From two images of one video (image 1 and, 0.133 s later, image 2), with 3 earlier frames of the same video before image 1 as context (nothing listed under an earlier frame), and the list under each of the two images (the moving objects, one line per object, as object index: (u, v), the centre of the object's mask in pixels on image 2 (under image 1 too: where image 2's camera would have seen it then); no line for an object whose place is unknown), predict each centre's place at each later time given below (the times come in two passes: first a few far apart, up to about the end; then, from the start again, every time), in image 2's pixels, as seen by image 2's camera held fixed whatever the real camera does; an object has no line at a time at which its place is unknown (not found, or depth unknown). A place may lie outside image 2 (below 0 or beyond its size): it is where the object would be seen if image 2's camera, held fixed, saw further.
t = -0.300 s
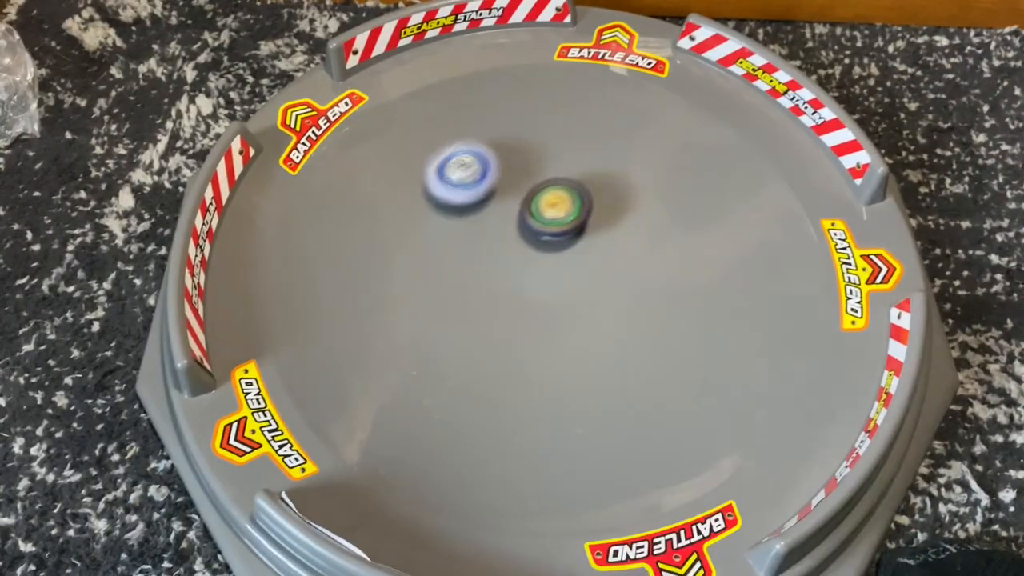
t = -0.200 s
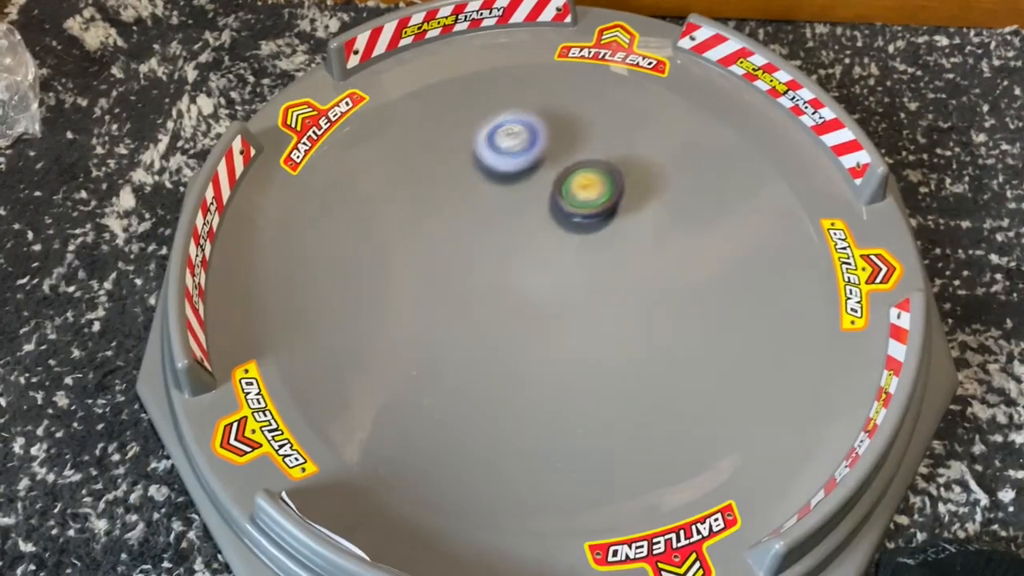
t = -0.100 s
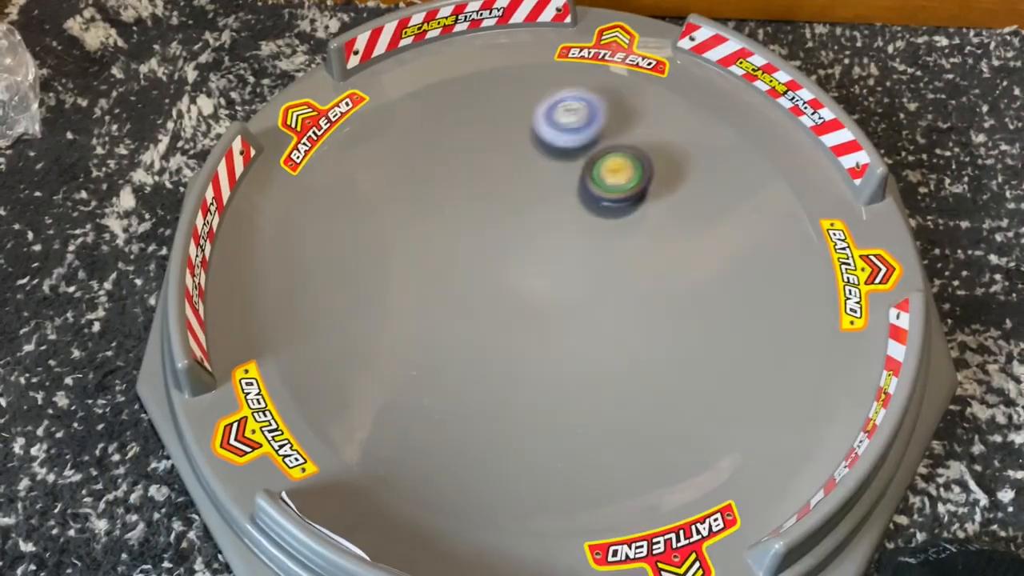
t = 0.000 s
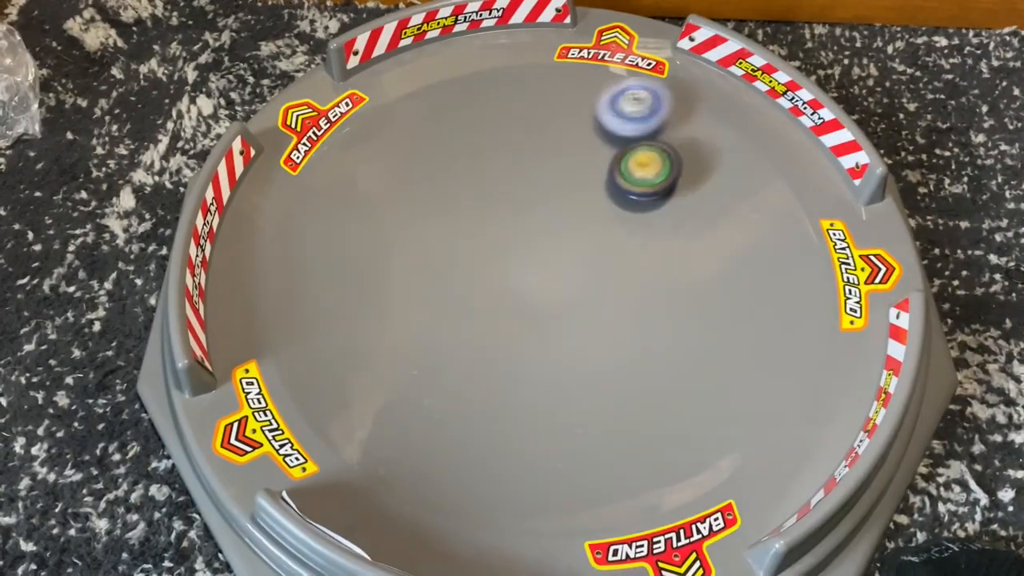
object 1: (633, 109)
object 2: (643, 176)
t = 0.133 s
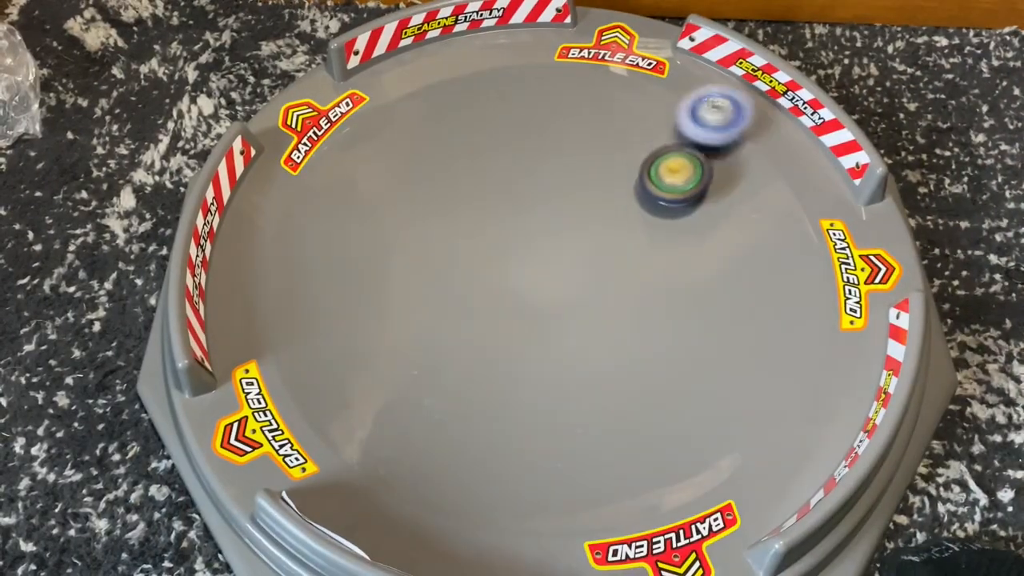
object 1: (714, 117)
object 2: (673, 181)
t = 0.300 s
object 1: (791, 182)
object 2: (676, 195)
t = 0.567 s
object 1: (732, 353)
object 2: (656, 214)
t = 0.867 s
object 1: (460, 376)
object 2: (615, 227)
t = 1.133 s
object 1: (335, 238)
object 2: (584, 244)
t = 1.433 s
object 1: (412, 92)
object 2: (550, 262)
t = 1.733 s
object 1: (605, 97)
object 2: (531, 274)
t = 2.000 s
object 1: (704, 245)
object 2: (525, 279)
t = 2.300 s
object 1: (612, 411)
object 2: (530, 279)
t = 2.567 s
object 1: (431, 443)
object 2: (536, 284)
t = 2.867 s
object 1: (306, 306)
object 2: (545, 285)
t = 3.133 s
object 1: (408, 175)
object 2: (553, 283)
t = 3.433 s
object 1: (607, 164)
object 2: (561, 278)
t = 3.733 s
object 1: (749, 265)
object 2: (567, 269)
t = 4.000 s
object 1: (742, 397)
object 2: (566, 261)
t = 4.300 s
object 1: (541, 445)
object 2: (561, 252)
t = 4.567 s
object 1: (418, 312)
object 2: (554, 248)
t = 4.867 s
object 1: (462, 165)
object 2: (543, 245)
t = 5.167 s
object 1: (595, 107)
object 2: (533, 246)
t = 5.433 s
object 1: (715, 160)
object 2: (524, 255)
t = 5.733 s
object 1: (696, 311)
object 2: (519, 265)
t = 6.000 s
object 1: (535, 373)
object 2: (520, 274)
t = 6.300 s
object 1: (380, 310)
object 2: (525, 282)
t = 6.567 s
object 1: (361, 199)
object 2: (537, 282)
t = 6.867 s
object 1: (488, 134)
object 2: (547, 283)
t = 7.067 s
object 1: (594, 166)
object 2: (554, 282)
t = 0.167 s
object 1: (732, 126)
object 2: (675, 184)
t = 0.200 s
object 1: (750, 136)
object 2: (677, 187)
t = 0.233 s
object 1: (767, 148)
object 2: (677, 190)
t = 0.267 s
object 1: (780, 164)
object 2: (677, 193)
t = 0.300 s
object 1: (791, 182)
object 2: (676, 195)
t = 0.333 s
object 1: (798, 201)
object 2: (675, 198)
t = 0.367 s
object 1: (800, 222)
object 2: (674, 201)
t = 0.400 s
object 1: (799, 245)
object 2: (672, 203)
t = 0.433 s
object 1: (793, 269)
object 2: (670, 205)
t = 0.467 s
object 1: (786, 291)
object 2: (667, 208)
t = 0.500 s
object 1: (772, 314)
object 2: (664, 210)
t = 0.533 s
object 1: (754, 334)
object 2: (660, 212)
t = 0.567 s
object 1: (732, 353)
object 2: (656, 214)
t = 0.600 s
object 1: (706, 368)
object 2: (652, 216)
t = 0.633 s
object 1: (677, 381)
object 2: (647, 218)
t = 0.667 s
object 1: (647, 391)
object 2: (643, 219)
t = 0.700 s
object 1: (615, 396)
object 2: (638, 221)
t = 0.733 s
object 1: (582, 398)
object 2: (633, 222)
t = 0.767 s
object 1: (551, 397)
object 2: (628, 223)
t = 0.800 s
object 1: (519, 393)
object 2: (624, 225)
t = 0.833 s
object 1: (489, 386)
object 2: (619, 226)
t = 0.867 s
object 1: (460, 376)
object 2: (615, 227)
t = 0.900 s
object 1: (434, 364)
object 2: (611, 229)
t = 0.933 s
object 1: (411, 349)
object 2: (607, 230)
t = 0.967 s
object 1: (391, 333)
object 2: (603, 233)
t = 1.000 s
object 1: (374, 316)
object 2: (599, 235)
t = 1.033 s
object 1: (360, 299)
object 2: (595, 237)
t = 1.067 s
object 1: (349, 279)
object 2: (592, 239)
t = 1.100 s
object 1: (340, 259)
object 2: (590, 237)
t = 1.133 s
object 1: (335, 238)
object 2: (584, 244)
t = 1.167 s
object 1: (333, 217)
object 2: (582, 241)
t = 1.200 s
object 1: (334, 196)
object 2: (579, 243)
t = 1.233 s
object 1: (338, 178)
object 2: (574, 245)
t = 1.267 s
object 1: (345, 161)
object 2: (570, 247)
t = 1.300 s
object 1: (355, 144)
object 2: (566, 249)
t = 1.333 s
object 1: (367, 129)
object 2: (561, 255)
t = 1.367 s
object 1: (380, 115)
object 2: (558, 258)
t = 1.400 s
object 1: (396, 102)
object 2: (554, 260)
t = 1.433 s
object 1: (412, 92)
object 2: (550, 262)
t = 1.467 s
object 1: (431, 84)
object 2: (547, 264)
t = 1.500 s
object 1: (452, 77)
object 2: (544, 266)
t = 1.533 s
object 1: (473, 72)
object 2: (541, 268)
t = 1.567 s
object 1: (495, 70)
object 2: (539, 269)
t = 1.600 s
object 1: (517, 69)
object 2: (537, 270)
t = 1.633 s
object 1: (539, 72)
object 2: (535, 271)
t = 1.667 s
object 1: (562, 78)
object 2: (534, 272)
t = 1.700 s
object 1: (584, 87)
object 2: (532, 273)
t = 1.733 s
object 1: (605, 97)
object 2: (531, 274)
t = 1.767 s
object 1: (626, 109)
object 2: (530, 274)
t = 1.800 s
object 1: (644, 124)
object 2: (529, 275)
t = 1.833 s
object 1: (661, 141)
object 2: (528, 276)
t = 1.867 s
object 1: (675, 160)
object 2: (528, 276)
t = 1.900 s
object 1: (687, 180)
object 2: (527, 277)
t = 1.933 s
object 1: (696, 201)
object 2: (526, 278)
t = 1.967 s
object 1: (701, 223)
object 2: (526, 278)
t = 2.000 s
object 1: (704, 245)
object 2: (525, 279)
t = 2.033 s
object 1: (704, 267)
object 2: (525, 279)
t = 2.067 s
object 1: (701, 289)
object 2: (525, 279)
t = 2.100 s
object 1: (695, 310)
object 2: (525, 280)
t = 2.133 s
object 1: (687, 330)
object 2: (525, 280)
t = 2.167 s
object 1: (676, 349)
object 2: (526, 281)
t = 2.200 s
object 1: (663, 368)
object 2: (526, 282)
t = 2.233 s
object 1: (647, 384)
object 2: (527, 283)
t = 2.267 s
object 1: (630, 398)
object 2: (528, 283)
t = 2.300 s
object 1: (612, 411)
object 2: (530, 279)
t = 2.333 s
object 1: (592, 423)
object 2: (531, 280)
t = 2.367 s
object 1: (571, 432)
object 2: (532, 281)
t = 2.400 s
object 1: (549, 440)
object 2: (532, 282)
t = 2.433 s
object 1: (526, 445)
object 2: (533, 283)
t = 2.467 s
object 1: (503, 448)
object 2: (534, 283)
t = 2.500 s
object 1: (479, 449)
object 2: (535, 283)
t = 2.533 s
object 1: (455, 447)
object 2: (536, 284)
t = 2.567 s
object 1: (431, 443)
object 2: (536, 284)
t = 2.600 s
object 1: (408, 436)
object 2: (537, 284)
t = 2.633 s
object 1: (387, 427)
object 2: (538, 285)
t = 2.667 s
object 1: (367, 415)
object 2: (539, 285)
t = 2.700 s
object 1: (349, 401)
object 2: (540, 285)
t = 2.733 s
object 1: (334, 384)
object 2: (541, 285)
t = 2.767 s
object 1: (322, 367)
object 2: (542, 285)
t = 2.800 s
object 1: (313, 347)
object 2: (543, 285)
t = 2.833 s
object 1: (308, 327)
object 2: (544, 285)
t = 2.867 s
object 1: (306, 306)
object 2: (545, 285)
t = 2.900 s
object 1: (308, 285)
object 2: (546, 285)
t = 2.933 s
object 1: (314, 265)
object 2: (547, 285)
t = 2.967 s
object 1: (323, 246)
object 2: (547, 285)
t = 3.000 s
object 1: (336, 228)
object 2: (548, 285)
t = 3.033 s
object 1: (351, 211)
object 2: (549, 285)
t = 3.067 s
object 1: (368, 197)
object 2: (551, 284)
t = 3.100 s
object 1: (387, 185)
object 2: (552, 284)
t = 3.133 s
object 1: (408, 175)
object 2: (553, 283)
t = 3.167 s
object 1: (429, 166)
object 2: (554, 283)
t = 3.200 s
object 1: (452, 160)
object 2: (555, 282)
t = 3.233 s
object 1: (474, 155)
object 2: (556, 281)
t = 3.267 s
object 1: (497, 152)
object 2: (556, 281)
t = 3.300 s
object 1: (520, 151)
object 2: (557, 280)
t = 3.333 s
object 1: (543, 152)
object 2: (559, 279)
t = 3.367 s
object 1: (565, 154)
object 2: (559, 279)
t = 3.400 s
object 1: (587, 158)
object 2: (560, 279)
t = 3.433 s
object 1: (607, 164)
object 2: (561, 278)
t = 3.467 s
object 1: (628, 171)
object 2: (561, 277)
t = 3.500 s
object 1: (648, 179)
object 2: (562, 277)
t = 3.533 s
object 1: (666, 188)
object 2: (563, 276)
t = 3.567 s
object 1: (684, 199)
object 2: (564, 275)
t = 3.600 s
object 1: (699, 210)
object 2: (565, 273)
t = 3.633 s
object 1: (715, 222)
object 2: (566, 272)
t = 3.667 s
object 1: (728, 236)
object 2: (565, 272)
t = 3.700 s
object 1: (740, 249)
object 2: (567, 270)
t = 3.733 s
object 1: (749, 265)
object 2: (567, 269)
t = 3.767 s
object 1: (756, 280)
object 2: (567, 268)
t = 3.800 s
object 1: (762, 296)
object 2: (567, 267)
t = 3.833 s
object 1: (765, 312)
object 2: (567, 266)
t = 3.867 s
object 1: (766, 330)
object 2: (567, 265)
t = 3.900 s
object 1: (764, 347)
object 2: (567, 264)
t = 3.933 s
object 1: (759, 365)
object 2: (567, 262)
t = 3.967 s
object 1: (753, 381)
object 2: (567, 261)
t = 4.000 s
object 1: (742, 397)
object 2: (566, 261)
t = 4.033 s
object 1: (730, 411)
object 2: (566, 259)
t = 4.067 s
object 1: (712, 426)
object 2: (565, 259)
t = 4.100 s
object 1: (694, 437)
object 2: (565, 258)
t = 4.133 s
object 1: (671, 447)
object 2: (564, 257)
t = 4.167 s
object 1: (649, 453)
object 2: (564, 256)
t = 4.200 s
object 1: (622, 456)
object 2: (563, 255)
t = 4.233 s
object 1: (595, 456)
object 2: (562, 254)
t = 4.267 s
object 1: (568, 452)
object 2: (562, 253)
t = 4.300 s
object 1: (541, 445)
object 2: (561, 252)
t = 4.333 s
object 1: (517, 435)
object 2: (560, 252)
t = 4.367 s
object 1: (494, 422)
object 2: (559, 251)
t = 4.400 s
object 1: (474, 406)
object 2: (558, 251)
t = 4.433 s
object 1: (456, 389)
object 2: (557, 250)
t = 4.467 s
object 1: (443, 371)
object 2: (556, 250)
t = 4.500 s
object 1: (431, 352)
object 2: (556, 249)
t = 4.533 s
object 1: (423, 333)
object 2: (555, 248)
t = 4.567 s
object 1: (418, 312)
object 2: (554, 248)
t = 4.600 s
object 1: (415, 293)
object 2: (552, 248)
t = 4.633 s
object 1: (414, 274)
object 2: (551, 247)
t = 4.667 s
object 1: (416, 255)
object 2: (550, 246)
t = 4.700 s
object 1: (420, 238)
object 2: (549, 246)
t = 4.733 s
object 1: (426, 221)
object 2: (548, 245)
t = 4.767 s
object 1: (433, 205)
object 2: (547, 245)
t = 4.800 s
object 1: (442, 191)
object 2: (546, 245)
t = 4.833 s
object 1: (451, 177)
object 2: (545, 245)
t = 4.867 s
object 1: (462, 165)
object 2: (543, 245)
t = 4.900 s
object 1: (475, 153)
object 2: (542, 245)
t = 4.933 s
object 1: (487, 143)
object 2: (541, 245)
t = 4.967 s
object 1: (501, 134)
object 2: (540, 245)
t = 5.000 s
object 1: (516, 126)
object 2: (539, 245)
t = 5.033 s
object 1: (530, 119)
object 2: (538, 245)
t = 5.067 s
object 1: (546, 115)
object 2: (537, 245)
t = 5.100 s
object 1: (562, 110)
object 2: (535, 245)
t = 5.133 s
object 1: (578, 108)
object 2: (534, 246)
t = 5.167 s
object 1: (595, 107)
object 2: (533, 246)
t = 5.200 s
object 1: (612, 108)
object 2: (532, 247)
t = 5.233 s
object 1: (628, 110)
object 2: (531, 247)
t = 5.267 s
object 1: (645, 115)
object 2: (529, 251)
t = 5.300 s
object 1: (661, 120)
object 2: (528, 252)
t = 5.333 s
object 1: (676, 127)
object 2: (527, 253)
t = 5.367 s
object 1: (690, 137)
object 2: (525, 254)
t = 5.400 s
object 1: (704, 148)
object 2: (525, 255)
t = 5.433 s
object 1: (715, 160)
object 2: (524, 255)
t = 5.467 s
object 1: (724, 174)
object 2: (523, 256)
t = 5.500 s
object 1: (730, 191)
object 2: (522, 257)
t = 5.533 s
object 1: (734, 208)
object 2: (522, 258)
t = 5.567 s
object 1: (735, 225)
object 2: (521, 259)
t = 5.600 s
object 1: (733, 243)
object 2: (521, 260)
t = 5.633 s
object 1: (727, 261)
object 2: (520, 261)
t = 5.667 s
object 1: (719, 279)
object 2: (520, 262)
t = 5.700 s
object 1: (709, 296)
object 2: (520, 264)
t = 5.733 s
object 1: (696, 311)
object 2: (519, 265)
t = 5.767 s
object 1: (680, 325)
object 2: (519, 266)
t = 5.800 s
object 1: (662, 338)
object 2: (519, 267)
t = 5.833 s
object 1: (643, 349)
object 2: (519, 268)
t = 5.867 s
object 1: (622, 358)
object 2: (519, 270)
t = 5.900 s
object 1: (601, 365)
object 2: (519, 271)
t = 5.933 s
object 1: (580, 369)
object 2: (519, 272)
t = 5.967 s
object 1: (557, 371)
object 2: (519, 273)
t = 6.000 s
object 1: (535, 373)
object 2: (520, 274)
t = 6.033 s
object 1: (513, 372)
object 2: (520, 275)
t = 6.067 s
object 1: (493, 369)
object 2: (520, 276)
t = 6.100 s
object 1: (473, 365)
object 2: (520, 277)
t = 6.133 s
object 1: (454, 359)
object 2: (521, 278)
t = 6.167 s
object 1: (436, 351)
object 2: (521, 279)
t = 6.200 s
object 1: (419, 342)
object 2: (522, 280)
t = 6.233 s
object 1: (404, 333)
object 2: (523, 281)
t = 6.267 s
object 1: (391, 322)
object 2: (524, 281)
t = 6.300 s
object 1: (380, 310)
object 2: (525, 282)
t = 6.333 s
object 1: (370, 297)
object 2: (526, 283)
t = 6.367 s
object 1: (362, 283)
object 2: (528, 284)
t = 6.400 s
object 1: (356, 269)
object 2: (529, 284)
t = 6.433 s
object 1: (353, 255)
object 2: (530, 285)
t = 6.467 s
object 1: (351, 241)
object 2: (533, 280)
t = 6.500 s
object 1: (352, 226)
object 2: (534, 281)
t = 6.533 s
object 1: (355, 213)
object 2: (535, 282)
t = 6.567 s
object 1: (361, 199)
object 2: (537, 282)
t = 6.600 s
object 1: (368, 188)
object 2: (537, 283)
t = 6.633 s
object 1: (378, 177)
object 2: (538, 283)
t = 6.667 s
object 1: (390, 166)
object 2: (540, 283)
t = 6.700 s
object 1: (404, 156)
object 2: (541, 283)
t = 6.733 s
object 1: (419, 148)
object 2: (542, 284)
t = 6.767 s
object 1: (434, 142)
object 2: (544, 283)
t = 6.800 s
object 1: (452, 137)
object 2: (545, 284)
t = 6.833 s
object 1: (469, 135)
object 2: (546, 283)
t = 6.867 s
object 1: (488, 134)
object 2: (547, 283)
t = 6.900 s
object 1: (507, 135)
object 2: (548, 283)
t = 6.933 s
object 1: (525, 138)
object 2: (550, 283)
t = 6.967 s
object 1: (543, 143)
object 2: (551, 282)
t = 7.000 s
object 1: (561, 149)
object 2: (553, 282)
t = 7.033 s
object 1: (578, 158)
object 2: (553, 282)
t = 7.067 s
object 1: (594, 166)
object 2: (554, 282)
